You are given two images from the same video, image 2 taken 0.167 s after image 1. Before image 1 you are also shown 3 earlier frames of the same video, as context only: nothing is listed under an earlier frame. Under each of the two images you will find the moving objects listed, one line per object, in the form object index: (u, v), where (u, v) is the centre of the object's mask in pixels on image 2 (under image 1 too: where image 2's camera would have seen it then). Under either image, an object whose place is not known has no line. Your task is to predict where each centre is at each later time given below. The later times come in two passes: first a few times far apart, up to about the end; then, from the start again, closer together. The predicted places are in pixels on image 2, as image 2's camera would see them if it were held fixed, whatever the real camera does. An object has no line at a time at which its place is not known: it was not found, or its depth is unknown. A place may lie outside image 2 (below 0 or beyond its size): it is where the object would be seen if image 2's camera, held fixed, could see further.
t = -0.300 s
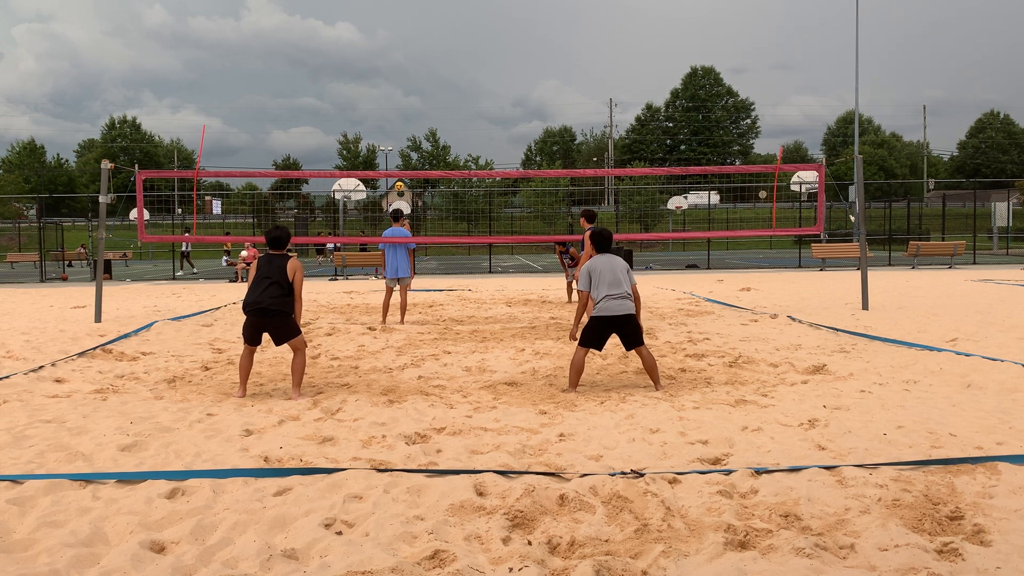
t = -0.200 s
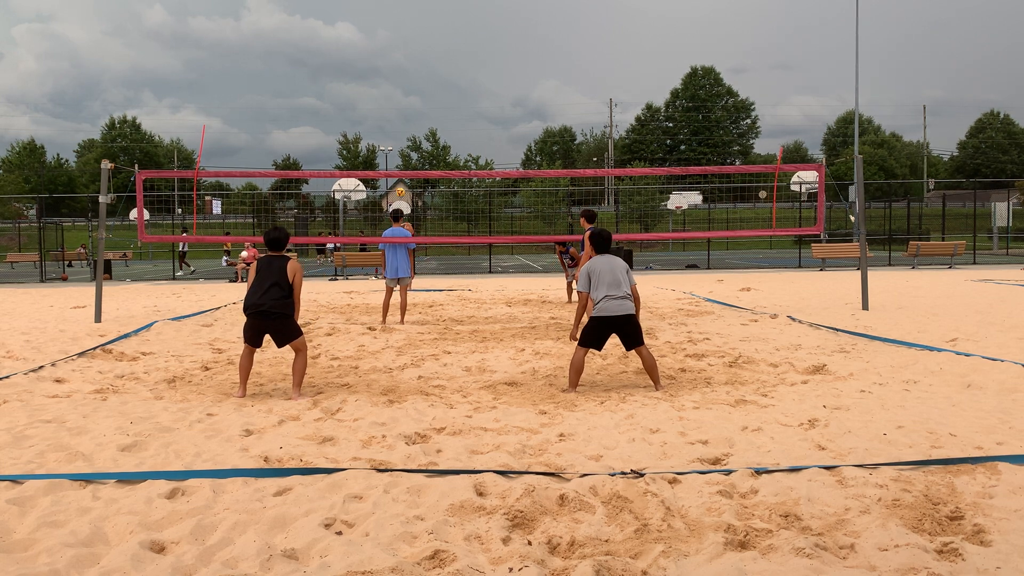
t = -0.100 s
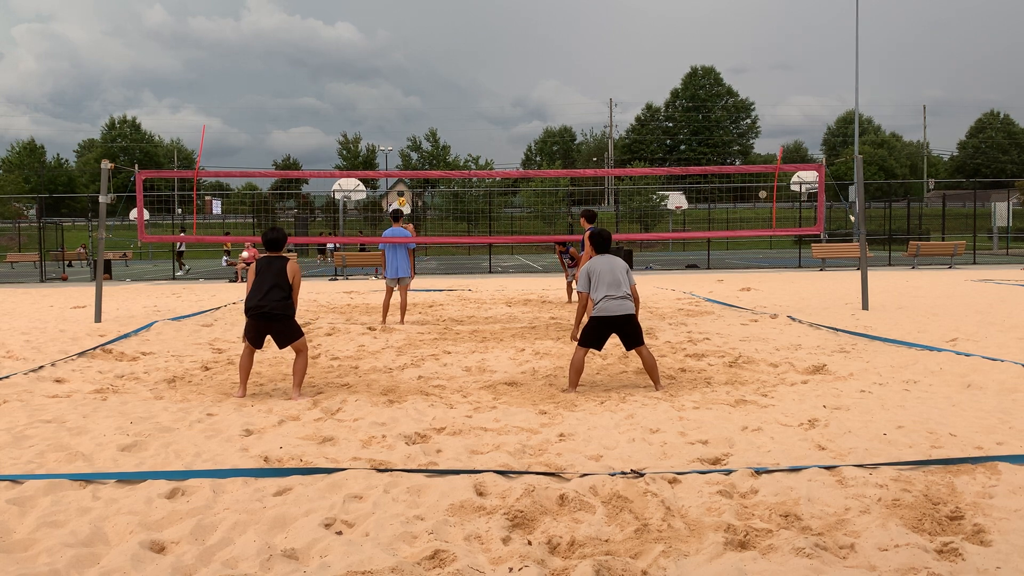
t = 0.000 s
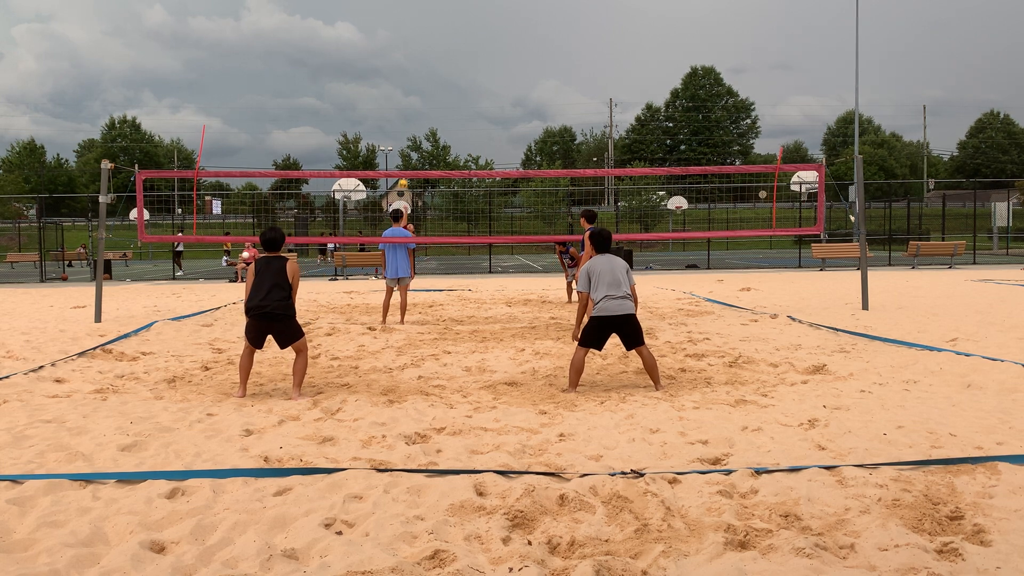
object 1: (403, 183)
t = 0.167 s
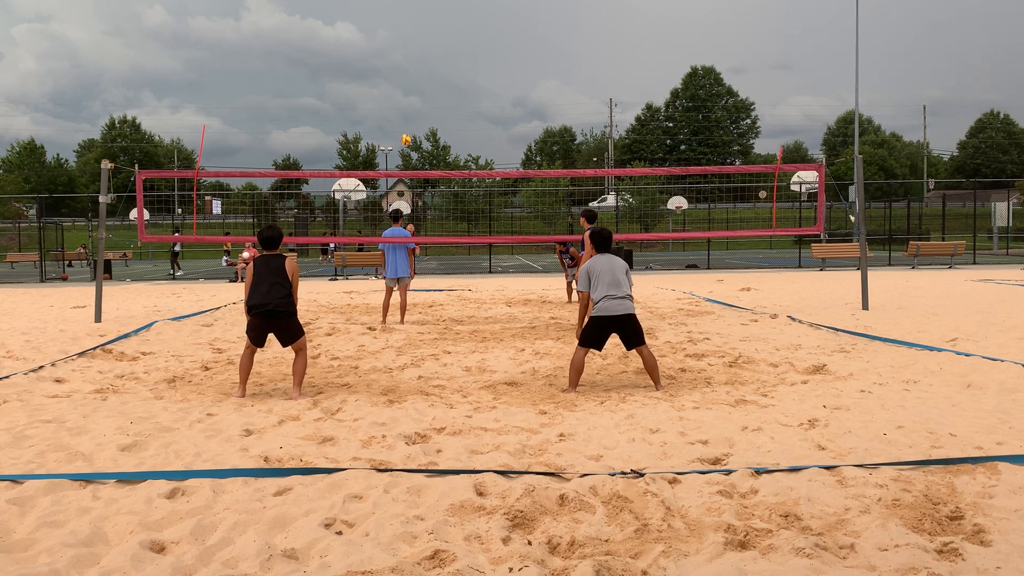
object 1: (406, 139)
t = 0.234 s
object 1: (407, 123)
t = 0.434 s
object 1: (412, 79)
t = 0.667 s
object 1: (418, 42)
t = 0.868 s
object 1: (422, 50)
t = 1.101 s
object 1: (430, 113)
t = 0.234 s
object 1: (407, 123)
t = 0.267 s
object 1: (408, 115)
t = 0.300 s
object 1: (409, 107)
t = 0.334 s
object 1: (410, 100)
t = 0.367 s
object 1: (411, 92)
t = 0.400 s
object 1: (412, 86)
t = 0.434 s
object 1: (412, 79)
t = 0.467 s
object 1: (413, 72)
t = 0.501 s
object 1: (414, 67)
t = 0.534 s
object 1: (415, 62)
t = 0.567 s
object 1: (415, 57)
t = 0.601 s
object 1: (416, 53)
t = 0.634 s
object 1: (417, 43)
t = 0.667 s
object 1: (418, 42)
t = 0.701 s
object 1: (418, 45)
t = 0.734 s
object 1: (419, 44)
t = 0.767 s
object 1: (419, 44)
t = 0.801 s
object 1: (420, 45)
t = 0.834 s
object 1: (421, 47)
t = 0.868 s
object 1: (422, 50)
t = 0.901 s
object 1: (423, 55)
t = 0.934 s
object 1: (424, 60)
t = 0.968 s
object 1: (425, 67)
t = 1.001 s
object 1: (426, 76)
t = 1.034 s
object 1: (427, 86)
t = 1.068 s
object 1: (429, 99)
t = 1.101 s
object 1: (430, 113)
